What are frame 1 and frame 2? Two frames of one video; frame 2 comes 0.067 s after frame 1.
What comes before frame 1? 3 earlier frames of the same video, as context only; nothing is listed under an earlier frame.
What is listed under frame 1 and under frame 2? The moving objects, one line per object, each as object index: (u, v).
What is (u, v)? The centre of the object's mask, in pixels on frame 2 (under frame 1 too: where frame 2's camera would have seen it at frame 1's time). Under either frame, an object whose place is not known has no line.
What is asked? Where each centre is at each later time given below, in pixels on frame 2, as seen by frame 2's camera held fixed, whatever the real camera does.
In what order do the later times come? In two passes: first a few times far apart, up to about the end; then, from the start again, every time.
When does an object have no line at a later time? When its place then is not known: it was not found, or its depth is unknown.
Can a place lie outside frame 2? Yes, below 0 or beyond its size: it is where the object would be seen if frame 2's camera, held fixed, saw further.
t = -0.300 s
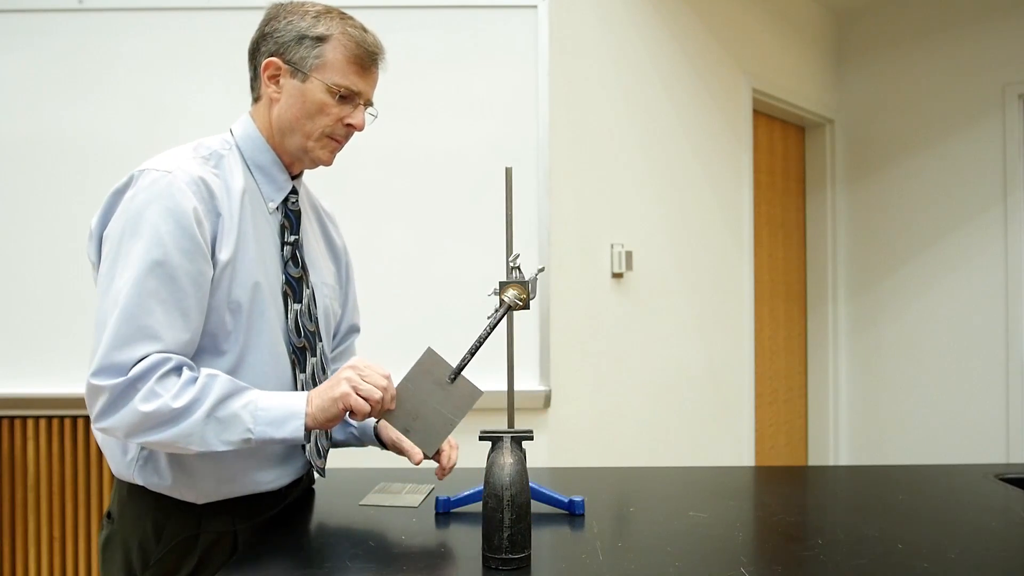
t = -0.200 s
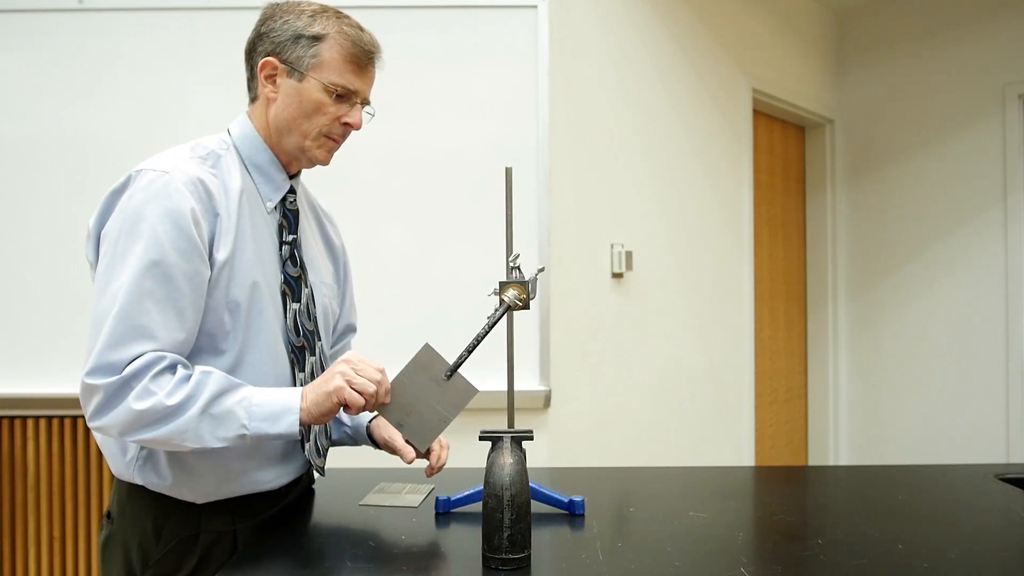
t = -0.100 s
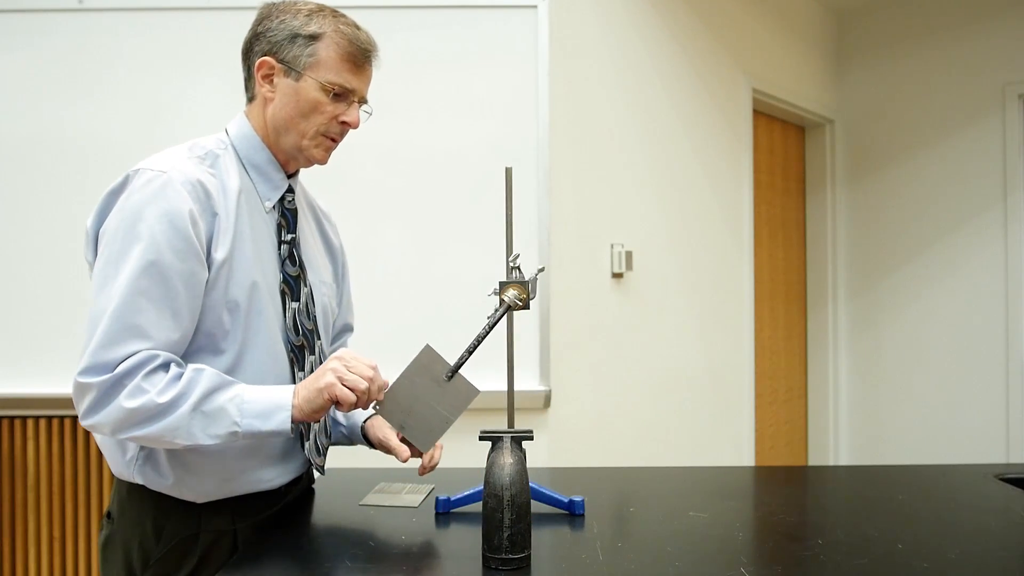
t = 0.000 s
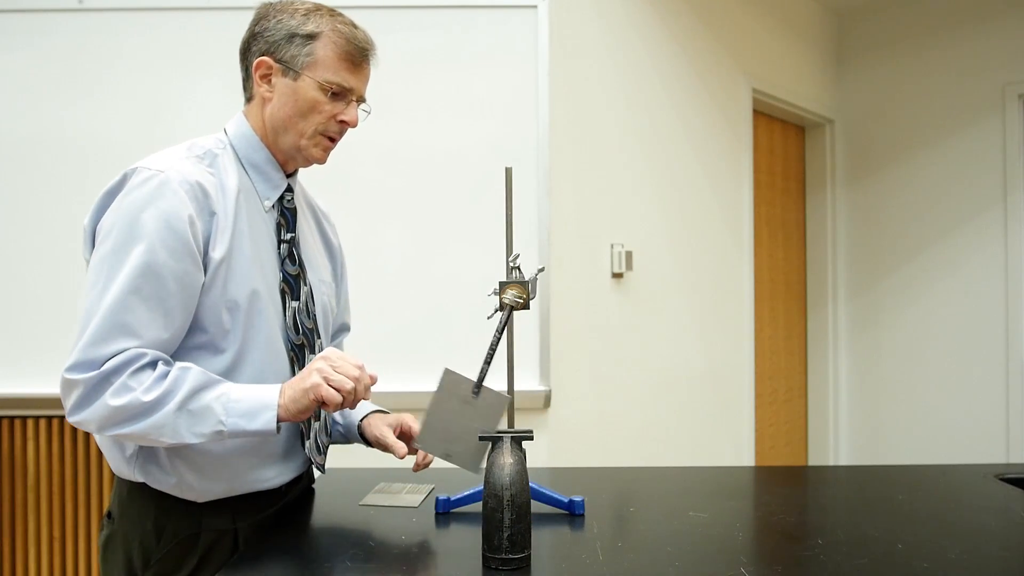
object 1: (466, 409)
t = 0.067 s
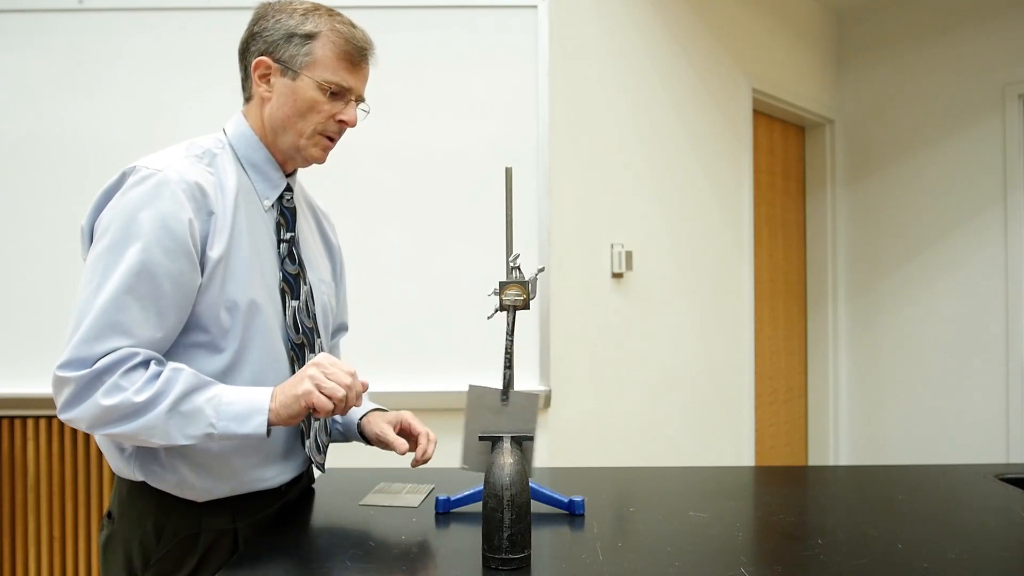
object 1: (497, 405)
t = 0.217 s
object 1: (549, 415)
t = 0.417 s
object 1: (537, 413)
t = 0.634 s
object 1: (500, 409)
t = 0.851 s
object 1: (505, 409)
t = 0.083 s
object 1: (510, 409)
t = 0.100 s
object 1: (520, 408)
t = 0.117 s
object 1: (527, 410)
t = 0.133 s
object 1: (533, 412)
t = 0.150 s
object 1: (537, 413)
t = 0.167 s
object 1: (541, 414)
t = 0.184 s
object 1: (544, 414)
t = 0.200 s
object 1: (547, 414)
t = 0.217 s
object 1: (549, 415)
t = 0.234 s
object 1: (550, 414)
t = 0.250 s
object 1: (552, 414)
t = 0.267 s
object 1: (552, 414)
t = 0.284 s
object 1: (552, 414)
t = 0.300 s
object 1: (552, 414)
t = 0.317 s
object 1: (550, 415)
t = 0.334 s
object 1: (549, 415)
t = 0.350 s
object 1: (547, 415)
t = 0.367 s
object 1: (545, 414)
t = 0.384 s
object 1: (543, 414)
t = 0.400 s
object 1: (540, 414)
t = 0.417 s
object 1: (537, 413)
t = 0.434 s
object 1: (534, 412)
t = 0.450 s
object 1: (531, 411)
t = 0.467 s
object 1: (528, 410)
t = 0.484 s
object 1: (525, 410)
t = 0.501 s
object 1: (522, 409)
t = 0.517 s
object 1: (519, 408)
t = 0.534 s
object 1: (514, 410)
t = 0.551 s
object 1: (511, 409)
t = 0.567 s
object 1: (508, 409)
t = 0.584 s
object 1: (505, 409)
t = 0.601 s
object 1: (503, 409)
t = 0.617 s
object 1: (501, 409)
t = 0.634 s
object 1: (500, 409)
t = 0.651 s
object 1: (497, 406)
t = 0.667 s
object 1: (496, 406)
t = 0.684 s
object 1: (496, 406)
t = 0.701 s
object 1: (496, 407)
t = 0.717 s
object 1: (496, 406)
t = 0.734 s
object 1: (496, 406)
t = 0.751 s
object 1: (497, 406)
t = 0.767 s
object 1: (497, 406)
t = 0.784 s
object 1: (500, 409)
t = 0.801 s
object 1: (501, 409)
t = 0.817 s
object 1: (502, 409)
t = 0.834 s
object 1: (503, 409)
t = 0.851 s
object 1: (505, 409)
